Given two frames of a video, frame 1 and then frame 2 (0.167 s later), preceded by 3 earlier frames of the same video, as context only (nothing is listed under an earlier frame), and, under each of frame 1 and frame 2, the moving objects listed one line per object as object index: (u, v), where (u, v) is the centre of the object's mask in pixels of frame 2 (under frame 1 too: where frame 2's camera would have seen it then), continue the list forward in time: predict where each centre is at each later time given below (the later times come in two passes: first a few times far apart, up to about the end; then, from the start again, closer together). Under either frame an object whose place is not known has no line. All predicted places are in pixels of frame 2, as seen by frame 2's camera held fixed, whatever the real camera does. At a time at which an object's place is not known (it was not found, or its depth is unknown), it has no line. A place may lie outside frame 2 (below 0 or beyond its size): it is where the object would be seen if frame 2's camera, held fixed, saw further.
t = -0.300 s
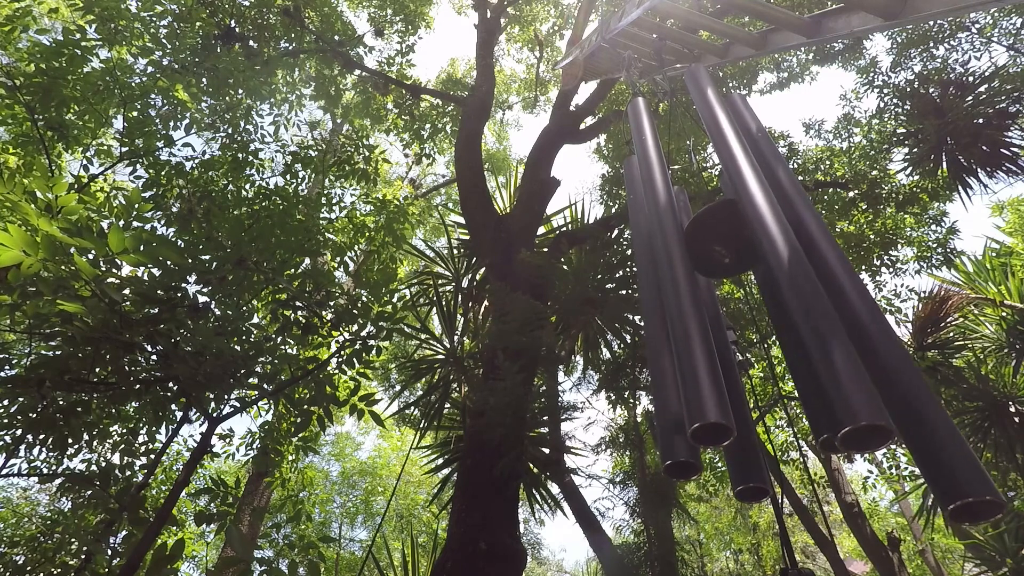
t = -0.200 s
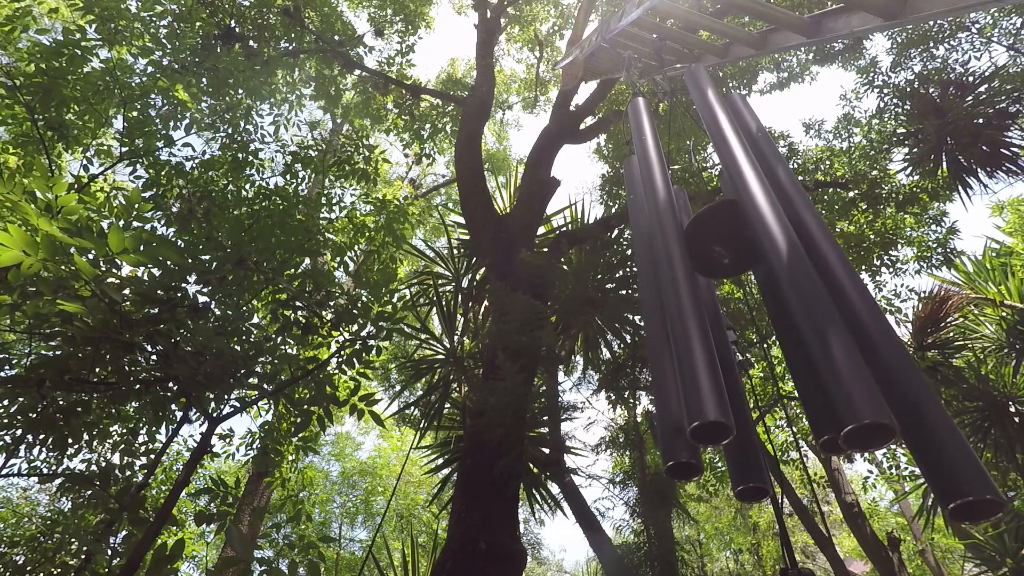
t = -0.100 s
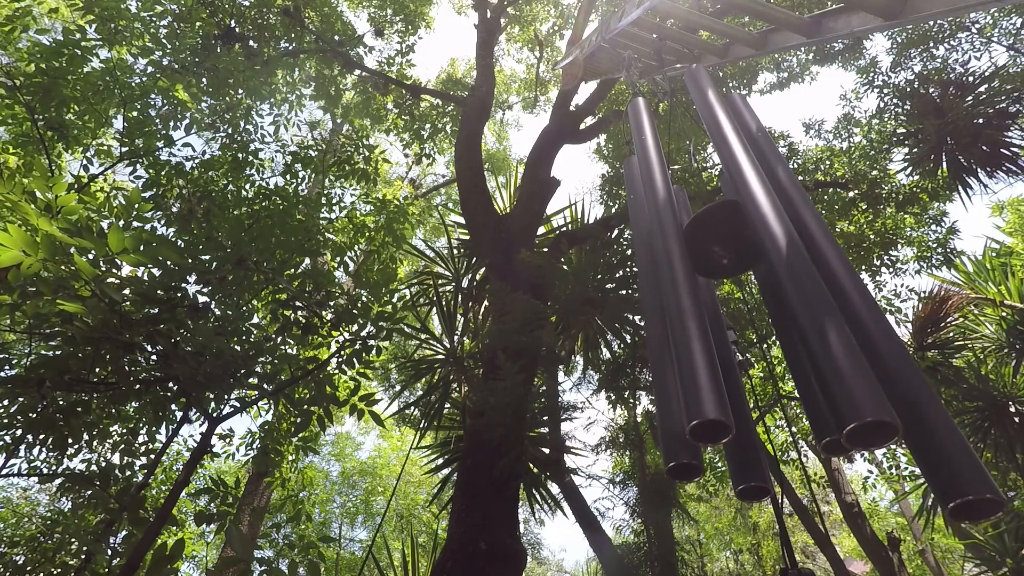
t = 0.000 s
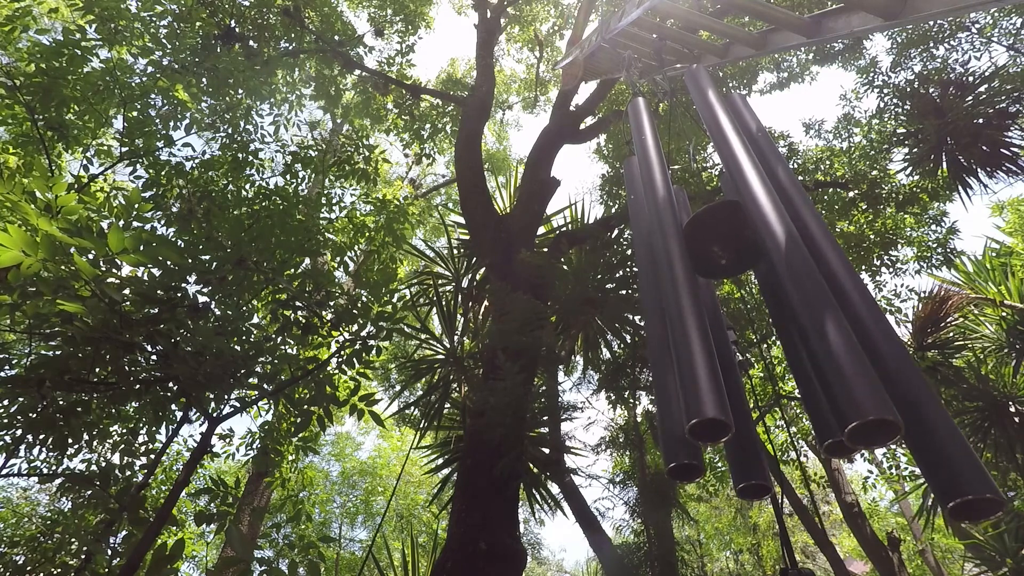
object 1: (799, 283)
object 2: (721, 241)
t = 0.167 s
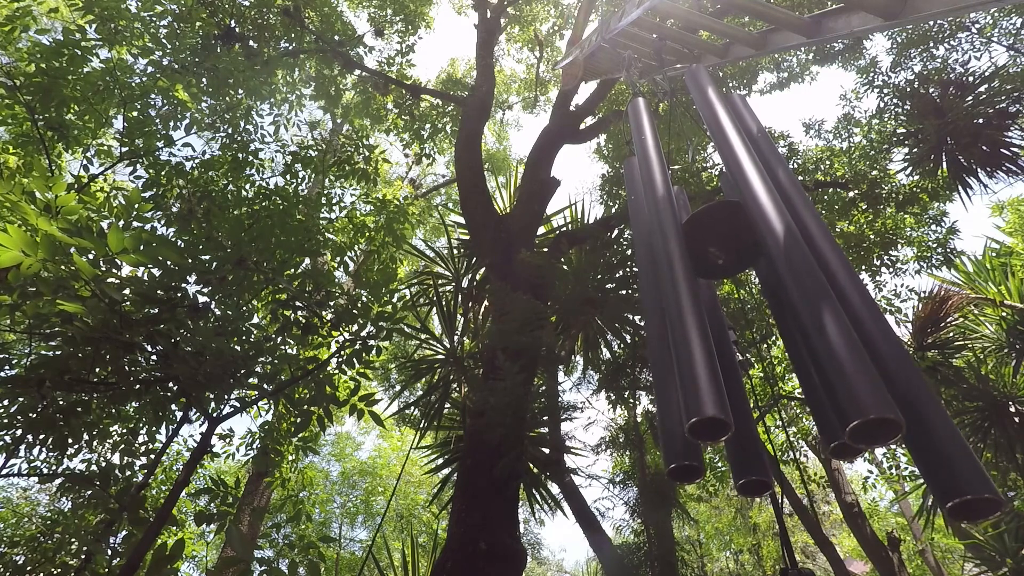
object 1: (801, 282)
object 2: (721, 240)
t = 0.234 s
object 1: (801, 278)
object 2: (721, 240)
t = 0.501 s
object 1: (800, 281)
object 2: (720, 240)
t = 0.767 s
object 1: (795, 288)
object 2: (720, 241)
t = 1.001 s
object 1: (792, 288)
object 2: (720, 242)
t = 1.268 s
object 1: (792, 293)
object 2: (719, 241)
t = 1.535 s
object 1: (793, 296)
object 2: (718, 240)
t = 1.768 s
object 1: (797, 283)
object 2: (718, 239)
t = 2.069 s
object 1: (799, 282)
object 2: (720, 240)
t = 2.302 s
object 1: (798, 277)
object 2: (721, 243)
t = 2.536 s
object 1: (797, 278)
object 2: (720, 243)
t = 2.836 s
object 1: (794, 289)
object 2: (717, 239)
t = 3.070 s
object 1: (793, 280)
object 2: (716, 234)
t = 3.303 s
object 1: (792, 279)
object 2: (716, 233)
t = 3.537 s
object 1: (795, 281)
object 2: (720, 240)
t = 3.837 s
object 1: (799, 283)
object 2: (724, 249)
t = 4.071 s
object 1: (798, 276)
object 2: (725, 249)
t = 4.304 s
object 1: (796, 277)
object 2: (724, 246)
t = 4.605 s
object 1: (795, 289)
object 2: (720, 240)
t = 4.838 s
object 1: (794, 291)
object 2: (719, 238)
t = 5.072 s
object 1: (793, 285)
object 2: (717, 238)
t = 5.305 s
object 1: (793, 282)
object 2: (716, 238)
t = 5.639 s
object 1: (795, 279)
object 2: (717, 236)
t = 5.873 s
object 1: (795, 277)
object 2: (720, 237)
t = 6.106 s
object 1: (795, 278)
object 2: (720, 241)
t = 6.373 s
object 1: (795, 290)
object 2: (722, 246)
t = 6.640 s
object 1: (796, 290)
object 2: (724, 248)
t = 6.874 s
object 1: (796, 291)
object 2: (722, 242)
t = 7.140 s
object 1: (798, 282)
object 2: (718, 237)
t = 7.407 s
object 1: (798, 279)
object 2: (716, 236)
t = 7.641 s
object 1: (796, 281)
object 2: (716, 238)
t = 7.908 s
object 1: (793, 278)
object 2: (717, 240)
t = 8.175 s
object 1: (793, 279)
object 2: (719, 239)
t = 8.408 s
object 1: (794, 290)
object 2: (720, 239)
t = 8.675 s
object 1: (795, 292)
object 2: (723, 242)
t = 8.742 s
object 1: (797, 292)
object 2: (723, 243)
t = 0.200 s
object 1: (800, 282)
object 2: (720, 240)
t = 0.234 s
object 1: (801, 278)
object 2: (721, 240)
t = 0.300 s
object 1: (800, 280)
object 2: (720, 240)
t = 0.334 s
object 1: (801, 280)
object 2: (721, 239)
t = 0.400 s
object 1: (801, 280)
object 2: (721, 239)
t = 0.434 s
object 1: (801, 281)
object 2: (720, 240)
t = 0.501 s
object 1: (800, 281)
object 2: (720, 240)
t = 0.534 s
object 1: (799, 277)
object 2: (720, 240)
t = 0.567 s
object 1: (799, 282)
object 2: (720, 240)
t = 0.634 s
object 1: (797, 289)
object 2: (720, 240)
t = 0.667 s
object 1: (797, 289)
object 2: (720, 240)
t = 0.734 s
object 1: (796, 288)
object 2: (721, 241)
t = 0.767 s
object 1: (795, 288)
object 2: (720, 241)
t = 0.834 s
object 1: (794, 288)
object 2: (720, 241)
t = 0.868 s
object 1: (794, 288)
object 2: (720, 241)
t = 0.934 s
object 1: (793, 288)
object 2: (720, 242)
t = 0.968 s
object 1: (793, 288)
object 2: (720, 242)
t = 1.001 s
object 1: (792, 288)
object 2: (720, 242)
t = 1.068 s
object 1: (792, 289)
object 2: (720, 242)
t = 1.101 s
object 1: (792, 290)
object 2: (720, 242)
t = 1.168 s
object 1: (792, 291)
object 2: (720, 242)
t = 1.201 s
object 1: (792, 292)
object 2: (720, 242)
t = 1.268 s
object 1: (792, 293)
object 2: (719, 241)
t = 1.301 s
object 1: (792, 293)
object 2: (719, 241)
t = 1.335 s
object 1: (792, 293)
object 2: (719, 241)
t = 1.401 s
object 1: (792, 294)
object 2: (718, 241)
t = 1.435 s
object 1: (792, 295)
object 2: (718, 241)
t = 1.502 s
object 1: (792, 295)
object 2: (718, 240)
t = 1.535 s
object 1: (793, 296)
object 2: (718, 240)
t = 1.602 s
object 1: (794, 288)
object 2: (718, 240)
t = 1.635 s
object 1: (794, 280)
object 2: (718, 239)
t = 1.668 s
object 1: (795, 280)
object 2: (718, 239)
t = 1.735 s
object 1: (796, 280)
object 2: (718, 239)
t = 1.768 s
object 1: (797, 283)
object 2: (718, 239)
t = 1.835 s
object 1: (798, 283)
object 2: (719, 239)
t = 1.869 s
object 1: (798, 283)
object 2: (719, 239)
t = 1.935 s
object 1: (798, 282)
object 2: (719, 239)
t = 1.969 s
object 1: (799, 282)
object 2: (719, 239)
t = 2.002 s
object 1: (799, 282)
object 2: (720, 239)
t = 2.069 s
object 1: (799, 282)
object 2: (720, 240)
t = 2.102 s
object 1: (799, 281)
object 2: (721, 240)
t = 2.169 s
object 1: (799, 281)
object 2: (721, 241)
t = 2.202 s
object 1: (800, 280)
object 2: (721, 241)
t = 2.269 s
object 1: (799, 277)
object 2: (721, 242)
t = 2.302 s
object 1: (798, 277)
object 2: (721, 243)
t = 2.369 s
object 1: (799, 279)
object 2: (721, 243)
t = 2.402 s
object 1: (799, 279)
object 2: (721, 243)
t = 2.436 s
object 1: (798, 277)
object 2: (721, 244)
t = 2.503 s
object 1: (797, 278)
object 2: (720, 243)
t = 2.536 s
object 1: (797, 278)
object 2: (720, 243)
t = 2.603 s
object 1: (796, 277)
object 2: (719, 243)
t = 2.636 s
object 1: (796, 277)
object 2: (718, 243)
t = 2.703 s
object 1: (796, 281)
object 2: (717, 242)
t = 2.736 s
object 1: (796, 281)
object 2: (717, 241)
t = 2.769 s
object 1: (795, 280)
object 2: (717, 240)
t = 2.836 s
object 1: (794, 289)
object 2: (717, 239)
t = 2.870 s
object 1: (794, 289)
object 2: (717, 238)
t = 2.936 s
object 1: (794, 290)
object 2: (717, 236)
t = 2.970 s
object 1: (794, 290)
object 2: (716, 236)
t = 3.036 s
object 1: (793, 280)
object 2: (716, 234)
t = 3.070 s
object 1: (793, 280)
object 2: (716, 234)
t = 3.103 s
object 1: (793, 281)
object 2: (716, 233)
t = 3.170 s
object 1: (792, 281)
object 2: (716, 232)
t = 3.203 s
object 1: (792, 281)
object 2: (716, 232)
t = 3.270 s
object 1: (792, 280)
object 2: (716, 233)
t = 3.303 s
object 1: (792, 279)
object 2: (716, 233)
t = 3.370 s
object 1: (793, 279)
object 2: (717, 235)
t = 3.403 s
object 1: (793, 281)
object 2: (717, 236)
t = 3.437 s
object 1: (793, 279)
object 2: (718, 237)
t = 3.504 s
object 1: (794, 280)
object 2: (719, 239)
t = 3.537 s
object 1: (795, 281)
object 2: (720, 240)
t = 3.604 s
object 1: (796, 282)
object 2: (720, 242)
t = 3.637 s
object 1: (797, 283)
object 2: (721, 243)
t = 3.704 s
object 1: (798, 283)
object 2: (723, 245)
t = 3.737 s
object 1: (798, 283)
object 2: (722, 246)
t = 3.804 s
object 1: (799, 283)
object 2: (724, 248)
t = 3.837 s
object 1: (799, 283)
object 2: (724, 249)
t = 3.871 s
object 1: (799, 283)
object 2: (725, 249)
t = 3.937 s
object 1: (798, 280)
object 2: (724, 250)
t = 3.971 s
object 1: (798, 280)
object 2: (725, 250)
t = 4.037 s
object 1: (798, 277)
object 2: (725, 249)
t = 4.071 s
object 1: (798, 276)
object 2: (725, 249)
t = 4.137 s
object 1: (797, 278)
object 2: (725, 249)
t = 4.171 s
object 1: (797, 276)
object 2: (725, 249)
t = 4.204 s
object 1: (797, 276)
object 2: (725, 248)
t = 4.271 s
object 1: (797, 278)
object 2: (724, 247)
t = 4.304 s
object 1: (796, 277)
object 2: (724, 246)
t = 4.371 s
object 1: (796, 278)
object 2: (723, 245)
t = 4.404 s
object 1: (797, 278)
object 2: (723, 244)
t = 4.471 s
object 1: (796, 289)
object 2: (722, 242)
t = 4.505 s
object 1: (796, 289)
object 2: (722, 241)
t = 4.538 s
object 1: (796, 289)
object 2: (722, 241)
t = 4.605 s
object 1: (795, 289)
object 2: (720, 240)
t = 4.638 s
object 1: (794, 289)
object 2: (720, 239)
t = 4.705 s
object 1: (794, 289)
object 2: (720, 238)
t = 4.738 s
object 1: (794, 290)
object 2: (719, 238)
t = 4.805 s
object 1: (794, 291)
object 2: (719, 238)
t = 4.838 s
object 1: (794, 291)
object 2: (719, 238)
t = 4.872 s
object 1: (793, 291)
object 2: (718, 238)
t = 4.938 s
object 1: (793, 292)
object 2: (718, 238)
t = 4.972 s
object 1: (793, 292)
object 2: (718, 237)
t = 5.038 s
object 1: (793, 286)
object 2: (717, 238)
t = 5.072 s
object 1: (793, 285)
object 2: (717, 238)
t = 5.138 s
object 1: (793, 283)
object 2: (717, 238)
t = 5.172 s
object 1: (792, 279)
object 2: (717, 238)
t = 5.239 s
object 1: (793, 281)
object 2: (716, 238)
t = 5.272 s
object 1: (793, 282)
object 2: (716, 238)
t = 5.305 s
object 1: (793, 282)
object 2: (716, 238)
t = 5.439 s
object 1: (793, 279)
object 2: (715, 237)
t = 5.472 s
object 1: (794, 282)
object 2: (716, 237)
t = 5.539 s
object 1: (795, 278)
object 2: (716, 236)
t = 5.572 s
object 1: (794, 278)
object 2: (716, 236)
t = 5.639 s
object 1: (795, 279)
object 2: (717, 236)
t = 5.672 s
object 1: (795, 278)
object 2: (717, 236)
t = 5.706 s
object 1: (796, 279)
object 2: (718, 236)
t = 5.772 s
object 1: (795, 278)
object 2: (719, 236)
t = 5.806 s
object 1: (795, 279)
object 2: (719, 237)
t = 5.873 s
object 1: (795, 277)
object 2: (720, 237)
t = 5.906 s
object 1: (795, 277)
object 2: (720, 237)
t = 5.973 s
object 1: (795, 277)
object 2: (720, 238)
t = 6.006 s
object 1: (794, 278)
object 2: (720, 238)
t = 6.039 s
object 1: (794, 278)
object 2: (720, 239)
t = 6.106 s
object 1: (795, 278)
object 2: (720, 241)
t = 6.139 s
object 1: (796, 285)
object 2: (721, 241)
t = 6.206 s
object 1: (795, 290)
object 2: (722, 243)
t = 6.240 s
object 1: (796, 290)
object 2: (722, 243)
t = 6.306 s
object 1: (796, 289)
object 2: (722, 245)
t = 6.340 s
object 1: (795, 290)
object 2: (722, 246)
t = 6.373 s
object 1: (795, 290)
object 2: (722, 246)
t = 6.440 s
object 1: (796, 290)
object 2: (724, 247)
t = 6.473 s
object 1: (796, 289)
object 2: (724, 248)
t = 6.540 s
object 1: (795, 290)
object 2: (724, 249)
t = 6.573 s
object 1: (796, 290)
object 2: (724, 248)
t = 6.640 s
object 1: (796, 290)
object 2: (724, 248)
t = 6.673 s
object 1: (796, 290)
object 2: (723, 247)
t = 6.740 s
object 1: (796, 291)
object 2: (723, 246)
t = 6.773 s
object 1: (796, 291)
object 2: (723, 245)
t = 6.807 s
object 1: (796, 291)
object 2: (723, 244)
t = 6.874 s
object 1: (796, 291)
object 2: (722, 242)
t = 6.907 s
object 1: (796, 291)
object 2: (722, 242)
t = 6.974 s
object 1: (796, 291)
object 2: (721, 240)
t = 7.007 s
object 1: (797, 291)
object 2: (721, 240)
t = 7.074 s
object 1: (797, 280)
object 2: (720, 238)
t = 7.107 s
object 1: (797, 283)
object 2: (719, 237)
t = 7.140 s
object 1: (798, 282)
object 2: (718, 237)
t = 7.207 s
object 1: (798, 282)
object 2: (718, 236)
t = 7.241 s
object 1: (797, 282)
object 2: (717, 236)
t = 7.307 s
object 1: (798, 282)
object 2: (717, 235)
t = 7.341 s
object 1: (798, 282)
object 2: (717, 236)
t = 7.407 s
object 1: (798, 279)
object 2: (716, 236)
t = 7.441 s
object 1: (798, 281)
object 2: (716, 236)
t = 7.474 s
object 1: (797, 280)
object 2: (716, 236)
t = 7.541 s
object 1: (797, 281)
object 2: (716, 236)
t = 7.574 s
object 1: (797, 279)
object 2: (716, 237)
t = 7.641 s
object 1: (796, 281)
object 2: (716, 238)
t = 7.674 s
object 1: (796, 278)
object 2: (716, 238)
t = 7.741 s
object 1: (795, 280)
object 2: (716, 239)
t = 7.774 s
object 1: (794, 279)
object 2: (716, 239)
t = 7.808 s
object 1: (794, 278)
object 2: (717, 239)
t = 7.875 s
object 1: (794, 278)
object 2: (718, 239)
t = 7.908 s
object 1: (793, 278)
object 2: (717, 240)
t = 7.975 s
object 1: (793, 280)
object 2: (718, 240)
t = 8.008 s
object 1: (793, 278)
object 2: (718, 240)
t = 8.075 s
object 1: (793, 277)
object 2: (719, 239)
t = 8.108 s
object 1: (792, 278)
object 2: (719, 240)
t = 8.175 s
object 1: (793, 279)
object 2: (719, 239)
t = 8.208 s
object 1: (794, 279)
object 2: (720, 239)
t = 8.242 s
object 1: (794, 285)
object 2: (720, 239)
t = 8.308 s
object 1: (794, 291)
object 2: (720, 239)
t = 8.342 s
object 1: (794, 291)
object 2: (720, 239)
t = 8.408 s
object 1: (794, 290)
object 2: (720, 239)
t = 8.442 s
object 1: (794, 291)
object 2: (720, 239)
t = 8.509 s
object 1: (795, 291)
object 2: (721, 239)
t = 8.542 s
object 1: (794, 291)
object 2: (721, 240)
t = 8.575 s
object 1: (795, 291)
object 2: (722, 240)
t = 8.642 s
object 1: (795, 292)
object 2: (723, 241)
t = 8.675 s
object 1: (795, 292)
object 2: (723, 242)
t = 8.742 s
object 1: (797, 292)
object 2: (723, 243)
